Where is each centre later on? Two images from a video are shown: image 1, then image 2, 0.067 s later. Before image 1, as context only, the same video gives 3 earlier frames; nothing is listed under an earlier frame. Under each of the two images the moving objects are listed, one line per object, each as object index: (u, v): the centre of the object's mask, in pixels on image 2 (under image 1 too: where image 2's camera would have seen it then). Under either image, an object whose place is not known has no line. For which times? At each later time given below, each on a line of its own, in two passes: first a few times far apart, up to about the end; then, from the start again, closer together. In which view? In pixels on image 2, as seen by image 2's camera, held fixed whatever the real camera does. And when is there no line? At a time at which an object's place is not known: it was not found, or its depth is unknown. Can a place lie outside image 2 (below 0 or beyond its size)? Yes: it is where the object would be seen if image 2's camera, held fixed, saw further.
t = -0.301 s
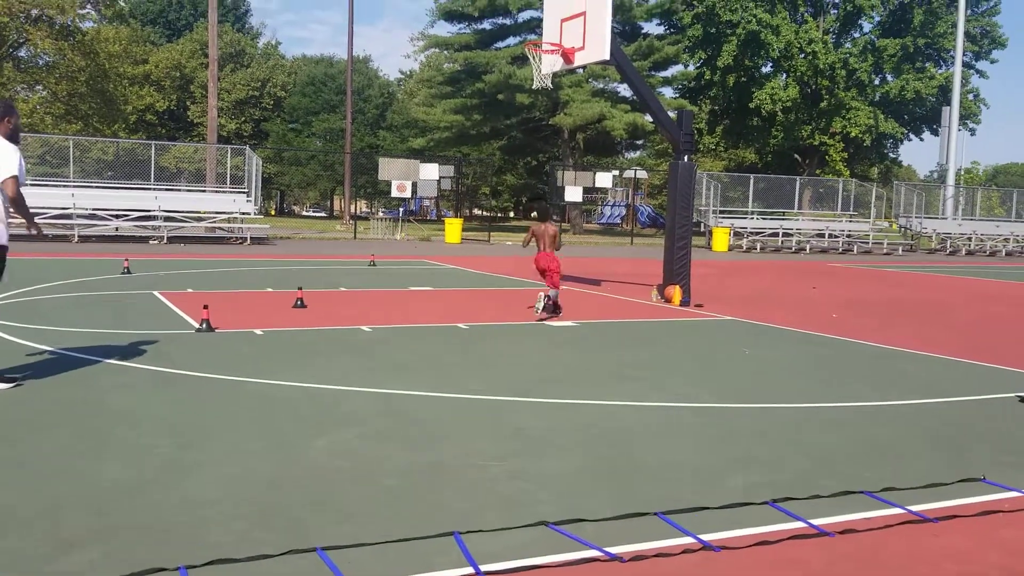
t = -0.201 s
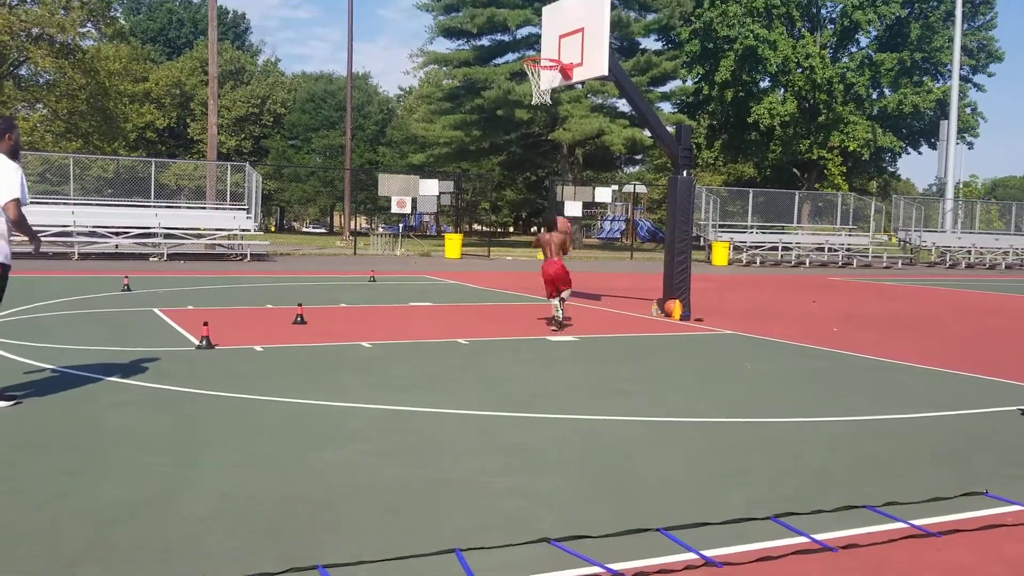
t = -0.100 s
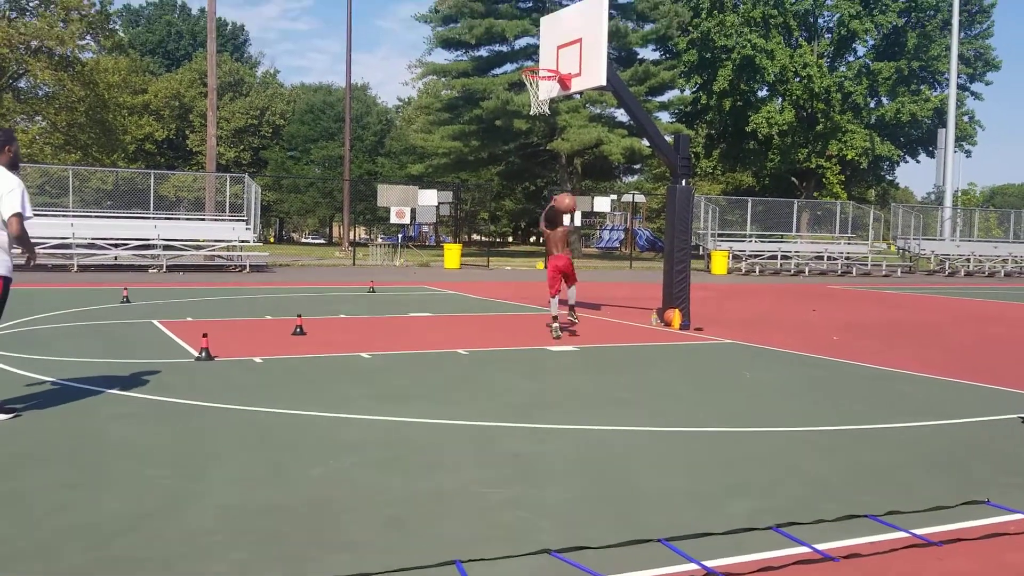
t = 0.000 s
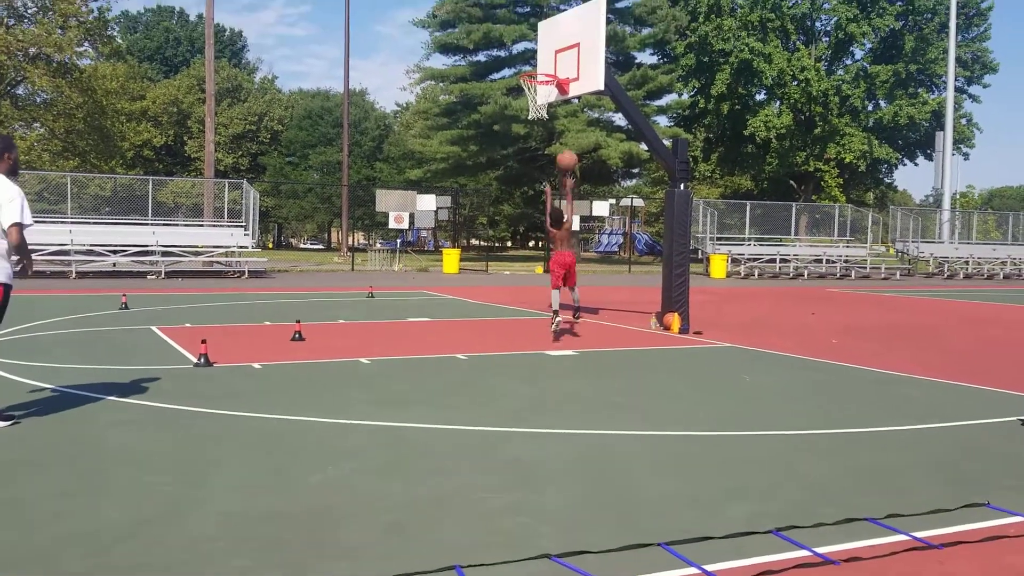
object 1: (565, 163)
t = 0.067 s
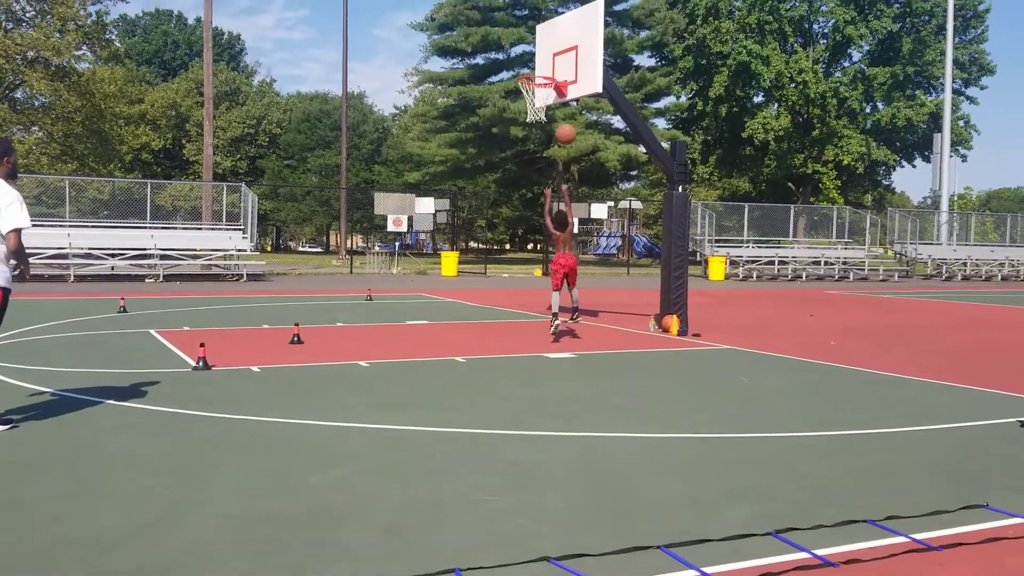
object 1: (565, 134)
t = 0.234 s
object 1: (566, 80)
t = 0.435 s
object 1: (567, 48)
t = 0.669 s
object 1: (556, 50)
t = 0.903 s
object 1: (536, 90)
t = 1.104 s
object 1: (520, 148)
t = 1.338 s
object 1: (503, 250)
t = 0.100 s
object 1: (566, 121)
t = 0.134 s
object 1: (566, 108)
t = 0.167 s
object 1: (566, 97)
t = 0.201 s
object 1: (565, 88)
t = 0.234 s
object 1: (566, 80)
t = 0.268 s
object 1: (567, 72)
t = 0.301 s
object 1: (567, 65)
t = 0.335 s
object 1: (567, 60)
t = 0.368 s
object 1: (567, 55)
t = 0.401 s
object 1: (567, 51)
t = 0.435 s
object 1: (567, 48)
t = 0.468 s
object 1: (567, 46)
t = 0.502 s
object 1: (567, 45)
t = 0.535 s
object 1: (567, 45)
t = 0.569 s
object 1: (565, 45)
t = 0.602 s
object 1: (562, 46)
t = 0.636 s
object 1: (559, 47)
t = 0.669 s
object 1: (556, 50)
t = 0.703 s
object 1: (553, 53)
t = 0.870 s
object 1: (539, 84)
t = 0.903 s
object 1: (536, 90)
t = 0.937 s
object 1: (532, 101)
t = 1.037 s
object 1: (525, 128)
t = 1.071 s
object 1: (523, 137)
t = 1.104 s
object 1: (520, 148)
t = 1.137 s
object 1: (518, 161)
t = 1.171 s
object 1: (515, 174)
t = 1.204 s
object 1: (513, 187)
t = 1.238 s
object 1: (510, 201)
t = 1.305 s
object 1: (506, 233)
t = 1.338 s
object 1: (503, 250)
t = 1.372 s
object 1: (500, 269)
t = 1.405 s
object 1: (499, 288)
